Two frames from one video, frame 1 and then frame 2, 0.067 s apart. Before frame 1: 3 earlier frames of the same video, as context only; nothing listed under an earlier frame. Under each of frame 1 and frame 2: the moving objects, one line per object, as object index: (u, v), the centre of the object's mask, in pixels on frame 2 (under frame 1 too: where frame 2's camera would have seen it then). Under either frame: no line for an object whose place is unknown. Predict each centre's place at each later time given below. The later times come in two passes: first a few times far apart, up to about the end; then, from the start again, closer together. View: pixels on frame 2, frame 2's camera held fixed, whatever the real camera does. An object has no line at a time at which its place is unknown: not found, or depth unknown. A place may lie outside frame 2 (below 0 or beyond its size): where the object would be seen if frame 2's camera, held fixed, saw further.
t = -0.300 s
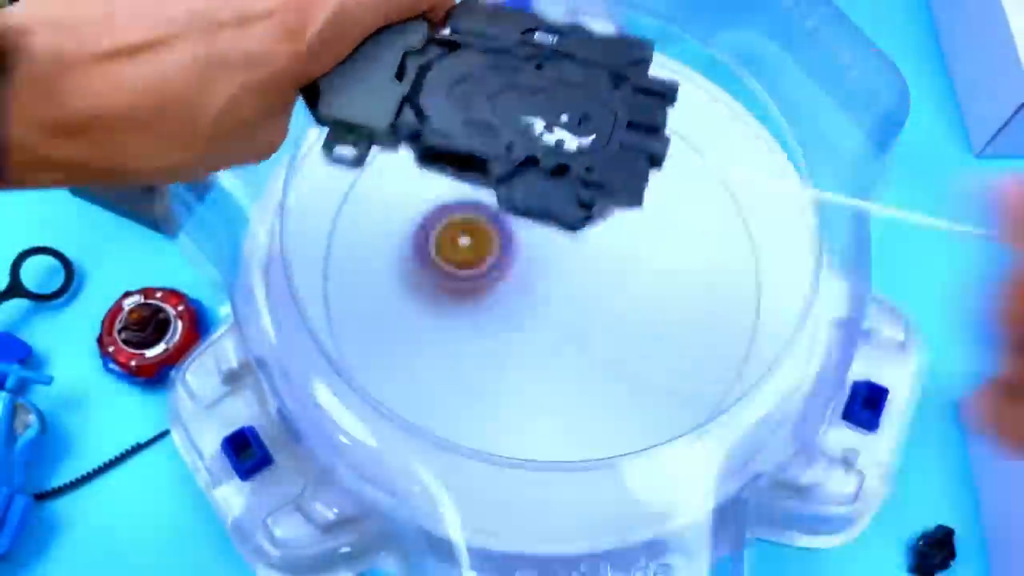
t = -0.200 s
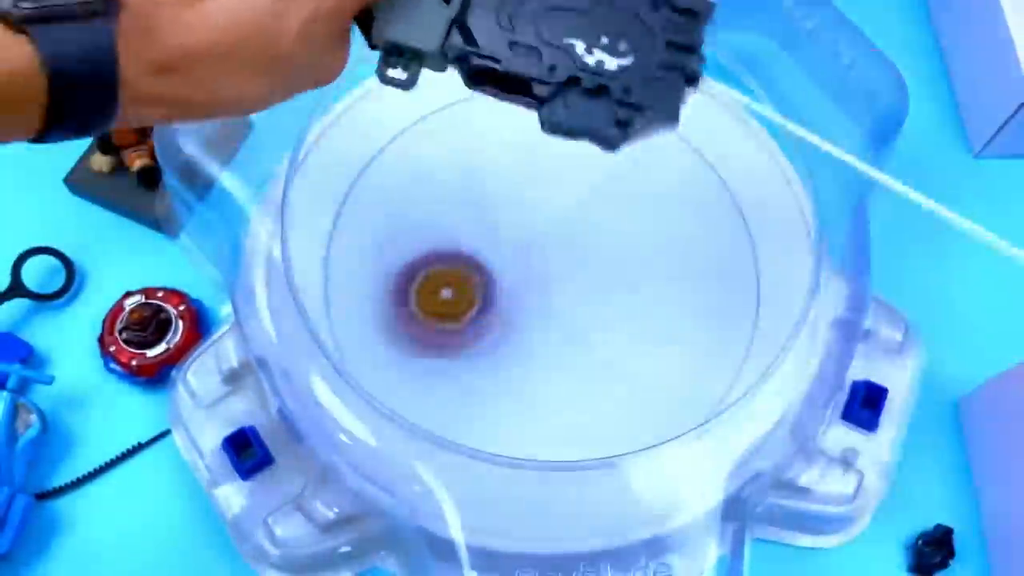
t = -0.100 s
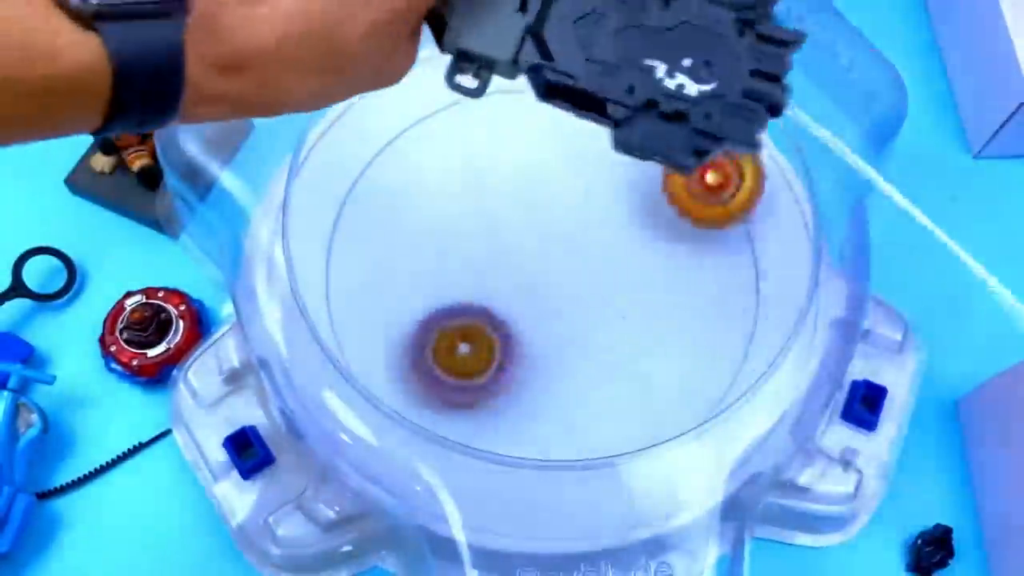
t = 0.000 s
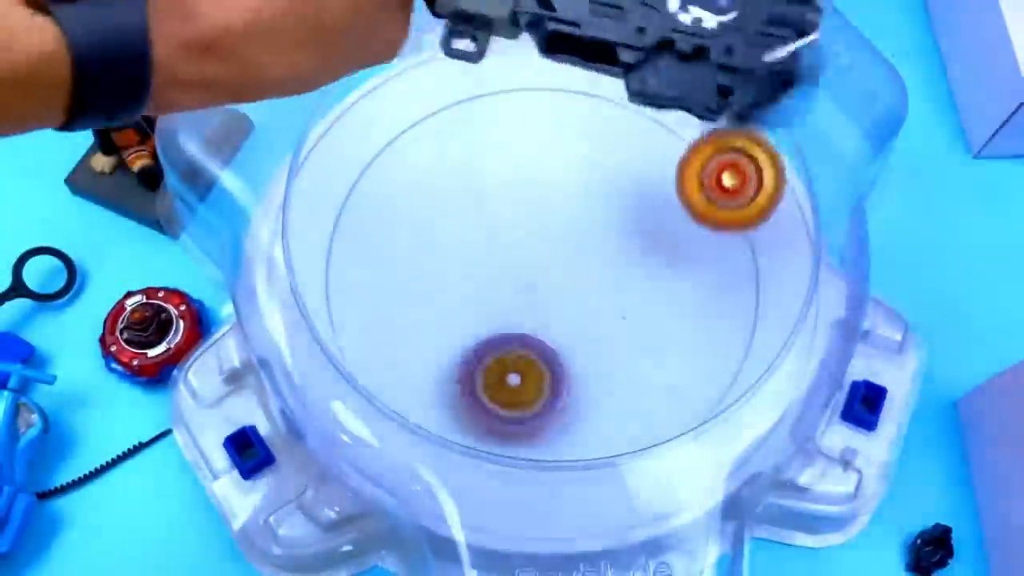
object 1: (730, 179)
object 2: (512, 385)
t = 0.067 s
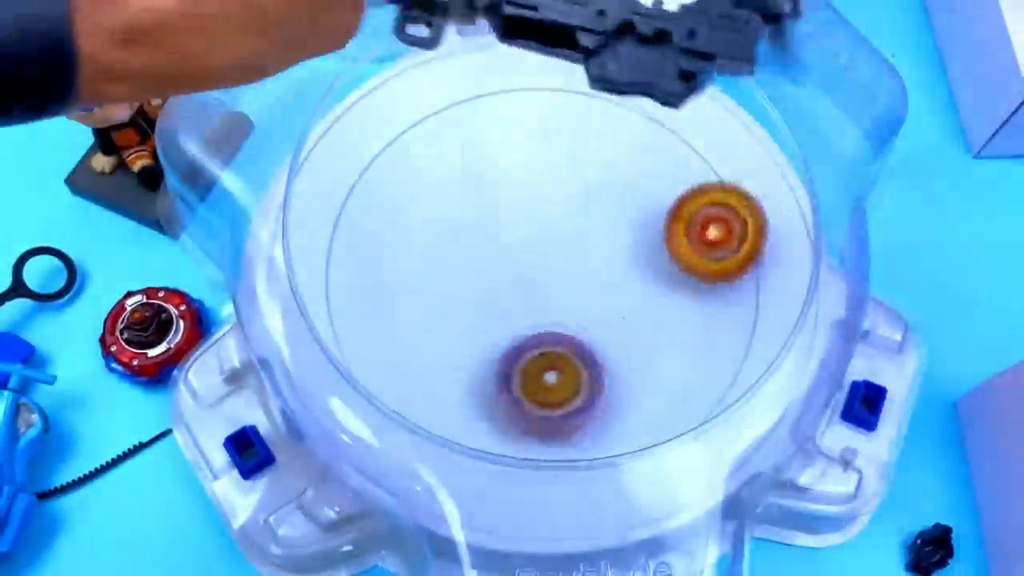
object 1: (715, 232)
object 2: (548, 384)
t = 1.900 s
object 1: (538, 370)
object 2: (450, 273)
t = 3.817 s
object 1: (428, 205)
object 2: (545, 255)
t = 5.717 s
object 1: (651, 277)
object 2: (500, 252)
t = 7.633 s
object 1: (458, 228)
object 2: (562, 282)
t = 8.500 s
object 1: (571, 201)
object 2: (514, 286)
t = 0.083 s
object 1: (710, 234)
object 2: (557, 381)
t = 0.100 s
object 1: (702, 240)
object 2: (568, 376)
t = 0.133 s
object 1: (685, 256)
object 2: (587, 369)
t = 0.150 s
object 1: (675, 266)
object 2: (597, 362)
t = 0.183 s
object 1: (665, 262)
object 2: (603, 357)
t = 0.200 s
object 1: (673, 247)
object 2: (597, 362)
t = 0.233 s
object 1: (685, 219)
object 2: (587, 366)
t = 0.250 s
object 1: (691, 204)
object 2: (581, 368)
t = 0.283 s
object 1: (700, 183)
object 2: (573, 366)
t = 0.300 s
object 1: (704, 173)
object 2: (570, 364)
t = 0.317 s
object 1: (708, 164)
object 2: (568, 361)
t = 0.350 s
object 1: (705, 156)
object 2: (565, 353)
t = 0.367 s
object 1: (701, 154)
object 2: (564, 349)
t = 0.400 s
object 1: (692, 154)
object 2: (562, 341)
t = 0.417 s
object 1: (687, 154)
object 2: (562, 337)
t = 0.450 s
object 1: (678, 156)
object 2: (561, 331)
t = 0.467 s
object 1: (673, 158)
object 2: (560, 327)
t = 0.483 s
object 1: (668, 161)
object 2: (559, 324)
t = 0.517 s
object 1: (657, 168)
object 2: (552, 317)
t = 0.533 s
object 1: (653, 172)
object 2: (549, 315)
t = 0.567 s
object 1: (642, 183)
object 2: (539, 309)
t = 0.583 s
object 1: (637, 190)
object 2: (534, 306)
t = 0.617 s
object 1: (629, 203)
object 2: (524, 301)
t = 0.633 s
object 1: (625, 211)
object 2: (517, 299)
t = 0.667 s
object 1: (620, 225)
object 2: (506, 296)
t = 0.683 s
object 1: (618, 233)
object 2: (499, 296)
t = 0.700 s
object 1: (616, 241)
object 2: (494, 295)
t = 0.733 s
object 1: (615, 255)
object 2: (483, 296)
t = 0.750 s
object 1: (615, 263)
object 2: (478, 296)
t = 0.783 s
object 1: (616, 278)
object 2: (469, 298)
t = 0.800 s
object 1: (617, 286)
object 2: (465, 299)
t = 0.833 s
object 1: (620, 300)
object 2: (459, 301)
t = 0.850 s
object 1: (623, 308)
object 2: (457, 302)
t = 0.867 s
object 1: (625, 316)
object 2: (456, 303)
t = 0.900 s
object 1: (631, 328)
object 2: (454, 305)
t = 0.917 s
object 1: (634, 334)
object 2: (454, 307)
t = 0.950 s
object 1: (641, 344)
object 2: (454, 311)
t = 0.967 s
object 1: (644, 348)
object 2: (456, 314)
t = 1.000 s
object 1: (651, 356)
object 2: (459, 321)
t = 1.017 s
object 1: (654, 360)
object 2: (461, 324)
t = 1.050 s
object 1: (659, 365)
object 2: (467, 331)
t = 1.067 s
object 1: (662, 366)
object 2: (471, 334)
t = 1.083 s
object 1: (664, 368)
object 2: (476, 338)
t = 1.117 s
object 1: (668, 368)
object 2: (487, 341)
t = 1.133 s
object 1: (670, 368)
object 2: (492, 341)
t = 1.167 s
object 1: (674, 367)
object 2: (501, 340)
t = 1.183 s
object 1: (675, 366)
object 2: (505, 338)
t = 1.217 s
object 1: (678, 361)
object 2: (510, 331)
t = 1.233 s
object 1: (678, 360)
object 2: (513, 327)
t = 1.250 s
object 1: (679, 358)
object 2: (518, 322)
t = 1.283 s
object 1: (679, 353)
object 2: (522, 312)
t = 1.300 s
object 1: (678, 350)
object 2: (524, 306)
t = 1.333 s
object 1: (676, 346)
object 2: (526, 294)
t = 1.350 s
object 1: (675, 344)
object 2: (525, 287)
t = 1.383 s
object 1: (671, 341)
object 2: (524, 274)
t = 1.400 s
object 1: (668, 339)
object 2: (523, 267)
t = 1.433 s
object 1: (662, 337)
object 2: (518, 253)
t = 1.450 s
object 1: (658, 335)
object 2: (515, 247)
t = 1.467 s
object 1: (654, 334)
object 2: (512, 241)
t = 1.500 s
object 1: (644, 332)
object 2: (505, 230)
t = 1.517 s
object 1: (639, 331)
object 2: (500, 225)
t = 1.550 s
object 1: (627, 330)
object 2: (491, 216)
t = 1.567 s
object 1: (622, 330)
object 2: (486, 213)
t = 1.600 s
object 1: (610, 331)
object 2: (474, 207)
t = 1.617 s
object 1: (604, 330)
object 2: (467, 205)
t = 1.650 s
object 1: (594, 333)
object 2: (456, 205)
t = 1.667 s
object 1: (588, 334)
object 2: (451, 206)
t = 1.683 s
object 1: (583, 336)
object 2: (447, 208)
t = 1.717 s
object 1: (573, 340)
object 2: (438, 214)
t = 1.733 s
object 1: (569, 342)
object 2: (435, 219)
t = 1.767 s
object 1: (561, 348)
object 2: (430, 230)
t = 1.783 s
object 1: (557, 350)
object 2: (429, 236)
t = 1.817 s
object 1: (551, 355)
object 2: (430, 250)
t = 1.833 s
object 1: (548, 358)
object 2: (433, 255)
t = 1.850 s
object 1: (545, 361)
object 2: (438, 260)
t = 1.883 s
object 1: (540, 367)
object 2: (445, 269)
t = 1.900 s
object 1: (538, 370)
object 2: (450, 273)
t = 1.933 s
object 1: (533, 376)
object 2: (459, 279)
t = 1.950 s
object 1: (531, 379)
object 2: (464, 281)
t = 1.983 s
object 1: (528, 383)
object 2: (473, 282)
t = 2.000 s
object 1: (526, 386)
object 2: (478, 283)
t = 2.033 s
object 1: (523, 391)
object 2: (493, 283)
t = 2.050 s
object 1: (522, 392)
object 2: (499, 282)
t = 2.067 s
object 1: (521, 394)
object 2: (506, 281)
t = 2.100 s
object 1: (519, 397)
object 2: (517, 277)
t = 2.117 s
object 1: (518, 398)
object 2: (523, 273)
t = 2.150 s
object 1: (517, 400)
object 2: (536, 266)
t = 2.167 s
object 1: (516, 401)
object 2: (541, 261)
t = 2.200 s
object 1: (514, 401)
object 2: (551, 251)
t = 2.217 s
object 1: (514, 401)
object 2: (554, 245)
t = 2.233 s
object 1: (514, 401)
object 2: (557, 238)
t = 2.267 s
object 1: (513, 399)
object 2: (561, 226)
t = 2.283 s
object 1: (513, 398)
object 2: (562, 221)
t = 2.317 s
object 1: (512, 394)
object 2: (562, 209)
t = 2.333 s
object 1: (512, 391)
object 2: (562, 202)
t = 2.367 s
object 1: (512, 386)
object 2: (558, 191)
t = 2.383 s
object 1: (512, 383)
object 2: (556, 187)
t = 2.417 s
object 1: (510, 376)
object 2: (548, 179)
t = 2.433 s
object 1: (510, 373)
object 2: (544, 176)
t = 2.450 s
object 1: (509, 369)
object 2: (538, 172)
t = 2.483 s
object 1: (506, 363)
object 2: (527, 168)
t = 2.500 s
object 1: (504, 359)
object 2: (520, 167)
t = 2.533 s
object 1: (499, 352)
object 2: (507, 167)
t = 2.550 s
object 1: (497, 348)
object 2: (501, 168)
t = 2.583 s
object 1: (491, 341)
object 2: (488, 176)
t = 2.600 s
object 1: (487, 338)
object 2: (484, 181)
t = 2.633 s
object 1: (481, 332)
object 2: (477, 193)
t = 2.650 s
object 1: (478, 330)
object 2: (475, 200)
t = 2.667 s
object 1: (474, 326)
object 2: (474, 207)
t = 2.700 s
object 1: (467, 322)
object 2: (475, 220)
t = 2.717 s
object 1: (463, 320)
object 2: (477, 228)
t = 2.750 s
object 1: (451, 326)
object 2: (488, 234)
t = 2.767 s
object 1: (446, 328)
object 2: (491, 235)
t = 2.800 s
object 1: (436, 333)
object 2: (502, 239)
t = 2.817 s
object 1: (431, 335)
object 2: (505, 242)
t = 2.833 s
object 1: (426, 337)
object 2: (508, 245)
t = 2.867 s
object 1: (419, 341)
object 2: (515, 247)
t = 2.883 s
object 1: (415, 343)
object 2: (517, 249)
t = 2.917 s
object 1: (409, 347)
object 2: (522, 251)
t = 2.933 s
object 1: (408, 348)
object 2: (523, 251)
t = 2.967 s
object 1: (405, 352)
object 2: (531, 253)
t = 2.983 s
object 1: (405, 354)
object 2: (535, 254)
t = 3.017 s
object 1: (404, 358)
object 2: (545, 254)
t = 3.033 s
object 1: (404, 359)
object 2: (549, 254)
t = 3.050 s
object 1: (404, 361)
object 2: (555, 255)
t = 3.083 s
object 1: (406, 363)
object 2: (567, 255)
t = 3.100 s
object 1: (407, 363)
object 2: (573, 254)
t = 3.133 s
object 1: (412, 363)
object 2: (583, 252)
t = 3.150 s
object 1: (415, 363)
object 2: (588, 250)
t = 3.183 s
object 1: (422, 359)
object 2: (597, 247)
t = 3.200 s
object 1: (426, 358)
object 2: (602, 243)
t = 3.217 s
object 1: (429, 355)
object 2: (605, 239)
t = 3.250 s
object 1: (434, 349)
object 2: (609, 232)
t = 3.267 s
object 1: (437, 345)
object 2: (610, 228)
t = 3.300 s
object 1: (440, 336)
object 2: (612, 221)
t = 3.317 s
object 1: (442, 331)
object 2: (610, 216)
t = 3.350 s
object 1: (445, 320)
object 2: (604, 210)
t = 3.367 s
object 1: (446, 314)
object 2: (601, 207)
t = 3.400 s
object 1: (448, 301)
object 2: (593, 204)
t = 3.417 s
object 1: (449, 295)
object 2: (589, 203)
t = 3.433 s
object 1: (449, 290)
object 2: (585, 204)
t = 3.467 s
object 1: (450, 276)
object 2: (577, 206)
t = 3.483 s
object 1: (450, 271)
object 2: (574, 207)
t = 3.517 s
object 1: (448, 258)
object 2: (566, 211)
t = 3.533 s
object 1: (448, 252)
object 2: (564, 212)
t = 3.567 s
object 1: (446, 240)
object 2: (559, 219)
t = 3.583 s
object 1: (445, 235)
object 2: (558, 221)
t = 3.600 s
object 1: (444, 230)
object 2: (555, 222)
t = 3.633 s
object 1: (441, 221)
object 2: (551, 227)
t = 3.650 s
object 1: (440, 216)
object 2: (551, 230)
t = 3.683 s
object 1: (436, 211)
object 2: (547, 234)
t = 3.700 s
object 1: (434, 209)
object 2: (546, 237)
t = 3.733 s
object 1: (430, 206)
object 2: (545, 240)
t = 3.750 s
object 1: (429, 205)
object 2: (546, 242)
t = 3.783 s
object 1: (427, 204)
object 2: (545, 248)
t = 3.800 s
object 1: (428, 205)
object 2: (545, 251)
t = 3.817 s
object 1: (428, 205)
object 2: (545, 255)
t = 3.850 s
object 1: (431, 207)
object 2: (546, 263)
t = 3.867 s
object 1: (433, 208)
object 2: (546, 269)
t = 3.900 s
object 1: (438, 209)
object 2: (548, 279)
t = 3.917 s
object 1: (440, 210)
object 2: (550, 285)
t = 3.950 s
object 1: (447, 212)
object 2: (552, 294)
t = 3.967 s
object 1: (449, 213)
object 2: (554, 299)
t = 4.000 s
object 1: (456, 216)
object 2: (560, 306)
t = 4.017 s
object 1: (459, 216)
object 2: (564, 309)
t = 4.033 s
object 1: (461, 217)
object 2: (566, 313)
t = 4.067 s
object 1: (467, 217)
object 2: (574, 317)
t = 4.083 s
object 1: (470, 216)
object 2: (579, 320)
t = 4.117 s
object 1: (479, 213)
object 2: (587, 321)
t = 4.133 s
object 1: (483, 211)
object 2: (592, 321)
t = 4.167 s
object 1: (489, 207)
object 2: (602, 320)
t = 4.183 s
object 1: (491, 206)
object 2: (604, 319)
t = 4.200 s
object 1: (493, 205)
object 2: (608, 315)
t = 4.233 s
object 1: (496, 202)
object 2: (611, 308)
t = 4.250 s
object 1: (499, 200)
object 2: (610, 305)
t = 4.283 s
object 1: (503, 196)
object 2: (609, 300)
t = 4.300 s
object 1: (506, 194)
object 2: (607, 297)
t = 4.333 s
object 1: (512, 189)
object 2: (602, 293)
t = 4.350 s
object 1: (515, 186)
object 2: (600, 290)
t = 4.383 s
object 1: (521, 181)
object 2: (595, 286)
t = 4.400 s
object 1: (523, 178)
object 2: (592, 284)
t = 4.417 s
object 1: (525, 176)
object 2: (588, 282)
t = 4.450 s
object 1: (529, 173)
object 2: (583, 279)
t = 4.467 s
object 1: (530, 173)
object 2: (579, 278)
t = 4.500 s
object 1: (533, 174)
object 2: (573, 276)
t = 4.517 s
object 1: (534, 174)
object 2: (571, 274)
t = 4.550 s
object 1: (536, 178)
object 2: (563, 272)
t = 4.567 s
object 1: (537, 175)
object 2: (562, 277)
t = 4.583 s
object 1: (537, 170)
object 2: (560, 283)
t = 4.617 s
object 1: (539, 163)
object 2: (554, 293)
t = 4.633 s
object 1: (541, 161)
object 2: (553, 297)
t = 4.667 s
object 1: (545, 159)
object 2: (550, 305)
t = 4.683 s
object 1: (547, 159)
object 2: (550, 308)
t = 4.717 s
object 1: (551, 158)
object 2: (548, 316)
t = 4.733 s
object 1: (553, 159)
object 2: (547, 320)
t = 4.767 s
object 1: (557, 159)
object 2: (545, 326)
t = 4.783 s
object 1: (559, 159)
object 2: (545, 330)
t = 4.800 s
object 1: (561, 160)
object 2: (546, 332)
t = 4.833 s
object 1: (565, 162)
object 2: (549, 334)
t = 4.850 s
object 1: (567, 164)
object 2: (550, 334)
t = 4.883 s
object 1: (570, 167)
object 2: (555, 334)
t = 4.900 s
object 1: (572, 169)
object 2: (558, 332)
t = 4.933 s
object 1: (576, 173)
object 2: (559, 330)
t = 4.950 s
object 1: (578, 176)
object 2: (560, 328)
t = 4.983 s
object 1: (582, 182)
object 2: (562, 325)
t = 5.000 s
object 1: (585, 185)
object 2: (561, 323)
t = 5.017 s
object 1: (587, 187)
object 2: (561, 322)
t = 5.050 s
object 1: (591, 193)
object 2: (561, 318)
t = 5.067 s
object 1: (594, 196)
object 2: (559, 316)
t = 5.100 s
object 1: (599, 202)
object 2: (557, 313)
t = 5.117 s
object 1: (602, 204)
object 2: (556, 311)
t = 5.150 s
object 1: (607, 210)
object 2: (554, 309)
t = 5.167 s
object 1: (609, 211)
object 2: (552, 307)
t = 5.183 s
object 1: (611, 213)
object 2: (550, 304)
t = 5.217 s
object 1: (617, 217)
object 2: (548, 302)
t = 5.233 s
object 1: (619, 219)
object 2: (547, 299)
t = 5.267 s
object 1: (625, 224)
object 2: (543, 296)
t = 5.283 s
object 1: (627, 226)
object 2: (542, 294)
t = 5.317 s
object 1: (632, 230)
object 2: (539, 291)
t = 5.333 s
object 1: (634, 232)
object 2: (537, 289)
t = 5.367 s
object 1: (639, 236)
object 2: (533, 285)
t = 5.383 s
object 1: (641, 238)
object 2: (533, 284)
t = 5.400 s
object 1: (643, 240)
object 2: (530, 282)
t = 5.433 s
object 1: (646, 243)
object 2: (527, 278)
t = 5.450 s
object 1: (648, 245)
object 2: (525, 277)
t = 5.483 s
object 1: (650, 250)
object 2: (520, 273)
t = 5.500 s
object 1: (652, 252)
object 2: (520, 271)
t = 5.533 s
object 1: (654, 256)
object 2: (516, 269)
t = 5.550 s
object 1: (654, 258)
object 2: (514, 267)
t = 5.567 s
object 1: (655, 260)
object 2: (513, 265)
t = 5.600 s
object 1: (656, 264)
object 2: (509, 262)
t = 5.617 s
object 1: (656, 265)
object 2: (508, 261)
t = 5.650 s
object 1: (655, 269)
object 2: (505, 257)
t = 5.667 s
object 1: (654, 271)
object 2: (504, 256)
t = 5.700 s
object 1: (652, 275)
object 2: (502, 253)
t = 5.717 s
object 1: (651, 277)
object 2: (500, 252)
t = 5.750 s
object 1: (649, 281)
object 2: (500, 249)
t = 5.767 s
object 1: (647, 283)
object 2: (498, 248)
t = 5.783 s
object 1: (646, 286)
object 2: (498, 247)
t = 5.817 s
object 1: (642, 290)
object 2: (498, 245)
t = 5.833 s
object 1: (640, 293)
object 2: (499, 245)
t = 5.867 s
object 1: (636, 298)
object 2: (499, 242)
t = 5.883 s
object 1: (634, 300)
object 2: (498, 242)
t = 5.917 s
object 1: (631, 305)
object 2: (499, 240)
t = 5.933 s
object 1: (629, 308)
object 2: (498, 240)
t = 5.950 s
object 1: (627, 310)
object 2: (500, 239)
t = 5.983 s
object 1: (622, 314)
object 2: (500, 238)
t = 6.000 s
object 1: (619, 317)
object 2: (501, 237)
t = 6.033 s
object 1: (615, 322)
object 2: (502, 236)
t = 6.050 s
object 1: (613, 324)
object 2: (502, 237)
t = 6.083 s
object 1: (609, 329)
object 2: (504, 235)
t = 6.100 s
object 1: (607, 331)
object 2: (504, 235)
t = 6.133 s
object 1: (602, 335)
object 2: (508, 234)
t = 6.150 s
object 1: (599, 337)
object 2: (508, 234)
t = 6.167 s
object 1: (597, 339)
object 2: (509, 233)
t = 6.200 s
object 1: (592, 344)
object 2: (510, 233)
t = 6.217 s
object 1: (590, 345)
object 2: (512, 232)
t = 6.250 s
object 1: (585, 349)
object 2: (513, 233)
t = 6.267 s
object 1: (582, 350)
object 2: (515, 233)
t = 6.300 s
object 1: (576, 353)
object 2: (518, 232)
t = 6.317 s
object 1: (574, 354)
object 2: (518, 232)
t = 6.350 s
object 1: (569, 357)
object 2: (521, 232)
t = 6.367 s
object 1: (566, 358)
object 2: (522, 233)
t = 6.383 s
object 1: (563, 359)
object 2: (523, 233)
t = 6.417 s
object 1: (558, 360)
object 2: (525, 233)
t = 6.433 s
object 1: (555, 360)
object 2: (526, 233)
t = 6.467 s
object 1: (550, 360)
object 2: (529, 233)
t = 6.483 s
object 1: (547, 360)
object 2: (530, 234)
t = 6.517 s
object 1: (540, 360)
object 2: (533, 235)
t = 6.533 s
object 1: (537, 359)
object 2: (535, 235)
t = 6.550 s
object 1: (534, 359)
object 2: (537, 235)
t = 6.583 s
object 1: (529, 358)
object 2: (538, 236)
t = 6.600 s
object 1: (526, 357)
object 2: (540, 237)
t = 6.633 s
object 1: (520, 355)
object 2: (542, 238)
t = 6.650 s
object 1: (516, 354)
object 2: (543, 238)
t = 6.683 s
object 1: (511, 351)
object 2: (545, 239)
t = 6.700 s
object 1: (508, 350)
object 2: (546, 239)
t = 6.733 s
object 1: (502, 348)
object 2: (548, 242)
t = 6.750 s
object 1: (499, 346)
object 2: (550, 241)
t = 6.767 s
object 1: (496, 345)
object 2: (550, 242)
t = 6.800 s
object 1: (491, 342)
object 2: (553, 243)
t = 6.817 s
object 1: (489, 340)
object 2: (553, 243)
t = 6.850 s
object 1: (484, 337)
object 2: (557, 244)
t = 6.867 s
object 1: (481, 335)
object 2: (556, 245)
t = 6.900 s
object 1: (476, 332)
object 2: (560, 246)
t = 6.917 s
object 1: (473, 331)
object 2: (559, 246)
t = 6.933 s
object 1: (471, 329)
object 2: (561, 247)
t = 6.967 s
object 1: (466, 325)
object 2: (562, 249)
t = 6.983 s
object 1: (464, 323)
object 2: (563, 250)
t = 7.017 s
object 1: (460, 320)
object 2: (564, 251)
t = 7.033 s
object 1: (458, 318)
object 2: (566, 252)
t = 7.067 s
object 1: (454, 313)
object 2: (567, 254)
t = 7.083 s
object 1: (452, 312)
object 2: (567, 254)
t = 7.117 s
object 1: (449, 307)
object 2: (569, 256)
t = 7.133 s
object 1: (448, 305)
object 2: (570, 256)
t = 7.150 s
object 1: (447, 302)
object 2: (570, 257)
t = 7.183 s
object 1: (444, 298)
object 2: (571, 259)
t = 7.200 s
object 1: (444, 296)
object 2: (571, 259)
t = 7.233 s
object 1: (442, 290)
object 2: (572, 261)
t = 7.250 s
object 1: (442, 287)
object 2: (571, 262)
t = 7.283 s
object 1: (441, 282)
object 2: (573, 263)
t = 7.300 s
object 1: (441, 279)
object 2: (571, 266)
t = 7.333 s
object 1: (441, 273)
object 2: (571, 267)
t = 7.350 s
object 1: (441, 271)
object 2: (570, 268)
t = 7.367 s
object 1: (441, 268)
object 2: (570, 269)
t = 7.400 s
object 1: (442, 263)
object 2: (570, 270)
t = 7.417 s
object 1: (443, 260)
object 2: (569, 271)
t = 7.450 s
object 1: (444, 255)
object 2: (568, 273)
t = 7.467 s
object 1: (444, 252)
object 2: (566, 274)
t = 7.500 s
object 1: (447, 247)
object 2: (565, 275)
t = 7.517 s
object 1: (448, 244)
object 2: (566, 276)
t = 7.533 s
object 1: (449, 242)
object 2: (565, 277)
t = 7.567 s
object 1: (452, 237)
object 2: (564, 279)
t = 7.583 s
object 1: (454, 234)
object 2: (564, 278)
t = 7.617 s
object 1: (457, 230)
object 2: (561, 281)
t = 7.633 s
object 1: (458, 228)
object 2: (562, 282)
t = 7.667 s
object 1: (463, 223)
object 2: (559, 284)
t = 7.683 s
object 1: (464, 221)
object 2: (559, 285)
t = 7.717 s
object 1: (468, 217)
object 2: (557, 286)
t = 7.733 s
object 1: (470, 215)
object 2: (557, 286)
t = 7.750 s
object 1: (473, 213)
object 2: (555, 288)
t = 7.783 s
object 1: (476, 209)
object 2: (553, 289)
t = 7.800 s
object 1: (478, 208)
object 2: (552, 290)
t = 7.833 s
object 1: (482, 204)
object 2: (550, 290)
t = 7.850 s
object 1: (484, 201)
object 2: (550, 290)
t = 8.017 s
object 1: (500, 183)
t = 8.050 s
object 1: (504, 183)
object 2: (539, 296)
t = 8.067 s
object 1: (506, 182)
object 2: (537, 297)
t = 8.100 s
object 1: (509, 180)
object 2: (534, 297)
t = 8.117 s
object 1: (512, 180)
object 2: (534, 297)
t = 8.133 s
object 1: (514, 180)
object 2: (534, 297)
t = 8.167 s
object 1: (519, 179)
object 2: (531, 296)
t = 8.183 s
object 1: (521, 179)
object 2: (530, 297)
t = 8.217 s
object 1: (527, 180)
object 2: (528, 295)
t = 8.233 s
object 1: (530, 180)
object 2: (526, 295)
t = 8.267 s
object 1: (535, 182)
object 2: (526, 294)
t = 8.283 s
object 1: (538, 182)
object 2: (524, 294)
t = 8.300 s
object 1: (541, 183)
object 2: (522, 292)
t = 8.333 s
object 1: (545, 186)
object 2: (521, 294)
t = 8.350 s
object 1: (548, 187)
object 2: (520, 292)
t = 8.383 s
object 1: (553, 188)
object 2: (517, 291)
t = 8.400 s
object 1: (555, 190)
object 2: (516, 290)
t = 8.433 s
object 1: (561, 194)
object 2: (516, 289)
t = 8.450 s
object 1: (564, 195)
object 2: (515, 289)
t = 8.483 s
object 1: (568, 199)
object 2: (513, 287)
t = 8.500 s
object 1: (571, 201)
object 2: (514, 286)
